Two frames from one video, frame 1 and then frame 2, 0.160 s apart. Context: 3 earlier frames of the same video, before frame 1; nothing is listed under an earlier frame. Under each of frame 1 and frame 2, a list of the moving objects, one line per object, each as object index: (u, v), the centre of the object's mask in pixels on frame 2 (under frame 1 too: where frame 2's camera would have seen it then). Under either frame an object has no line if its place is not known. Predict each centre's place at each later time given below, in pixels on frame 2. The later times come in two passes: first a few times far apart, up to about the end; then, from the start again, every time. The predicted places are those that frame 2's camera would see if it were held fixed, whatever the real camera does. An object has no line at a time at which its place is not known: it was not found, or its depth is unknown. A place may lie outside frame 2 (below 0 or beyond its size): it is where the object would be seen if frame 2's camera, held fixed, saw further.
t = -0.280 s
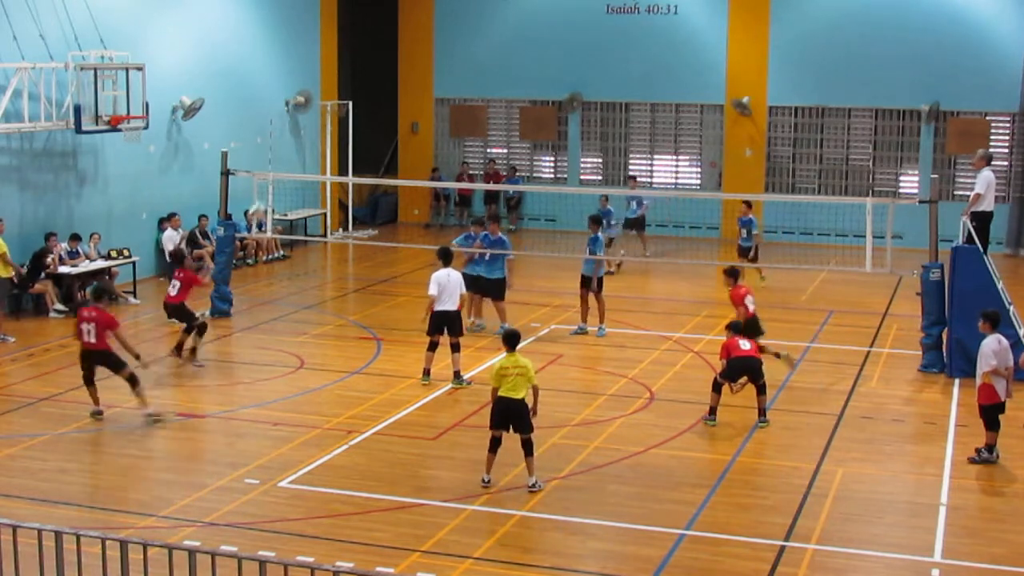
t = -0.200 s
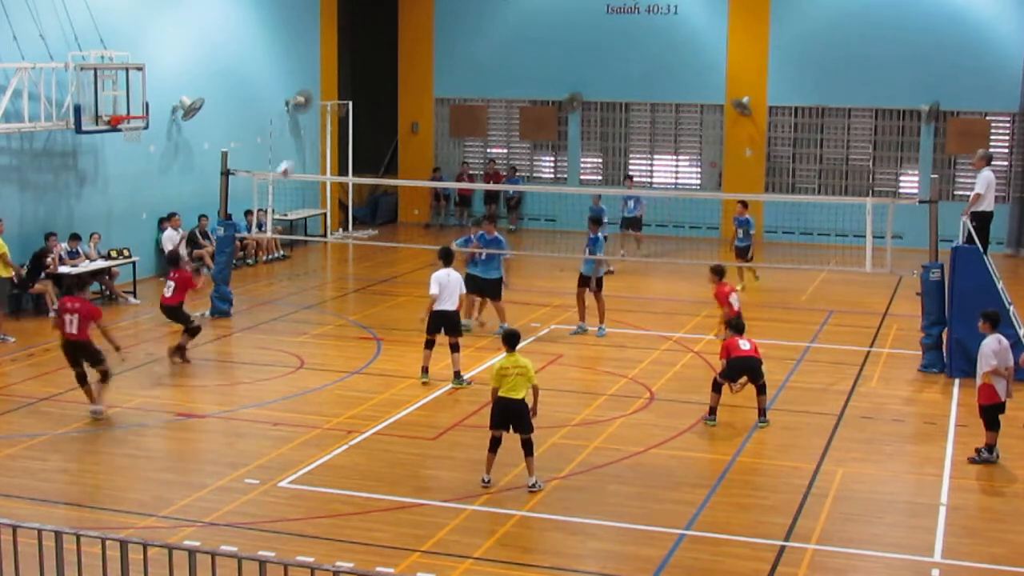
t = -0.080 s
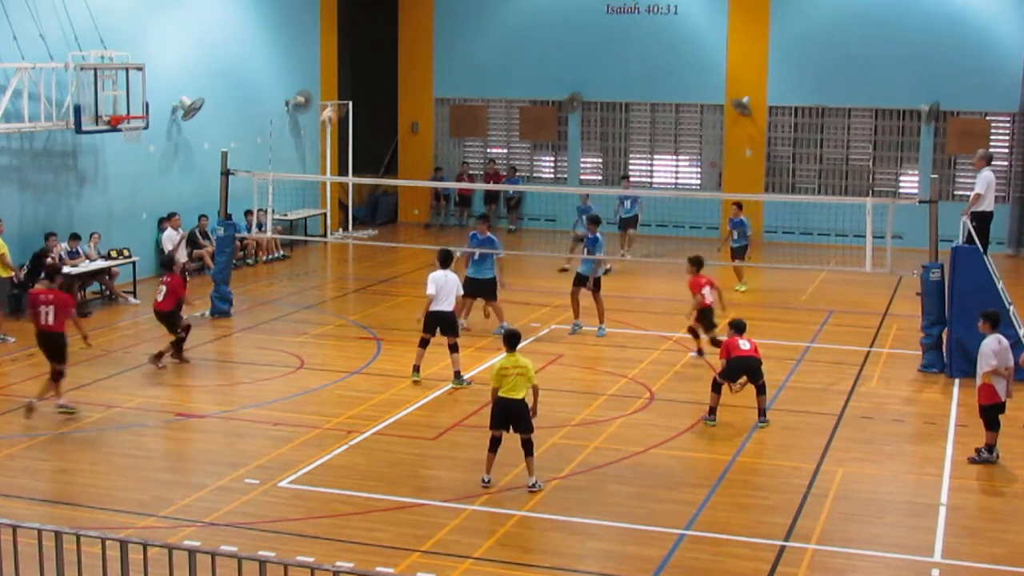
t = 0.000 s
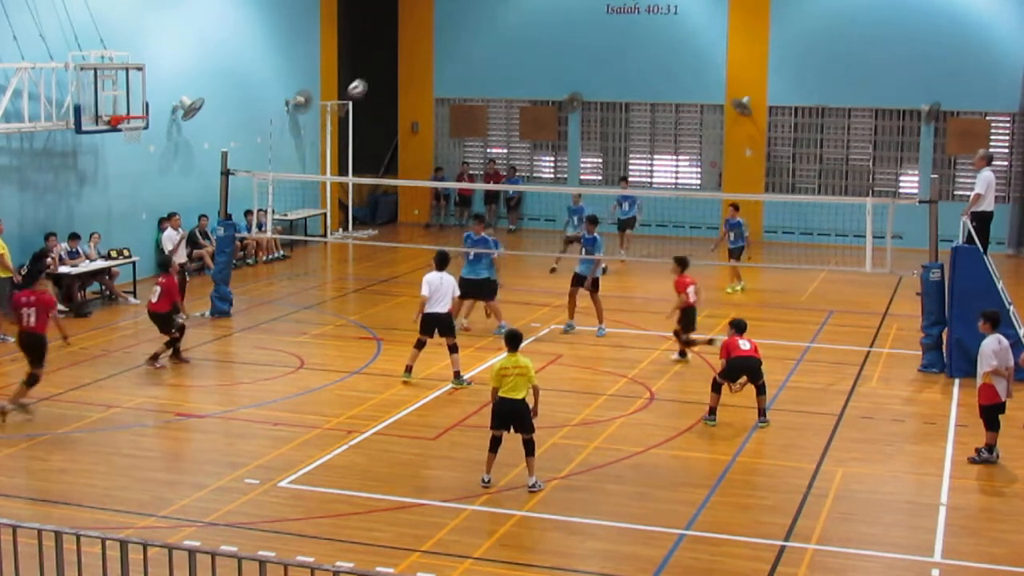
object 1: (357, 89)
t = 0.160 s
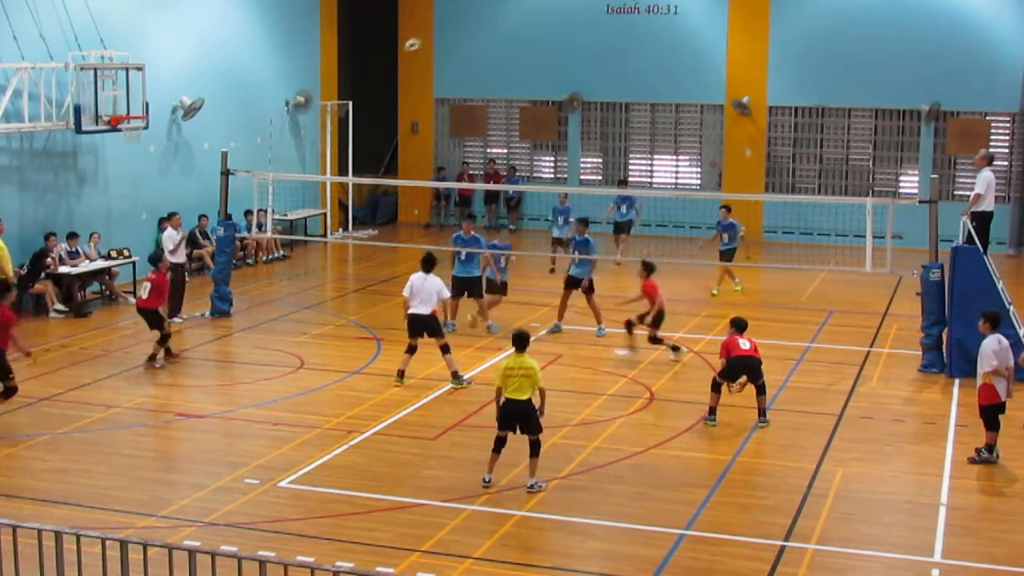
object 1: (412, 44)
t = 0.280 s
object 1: (453, 27)
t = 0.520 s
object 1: (536, 23)
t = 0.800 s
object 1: (623, 67)
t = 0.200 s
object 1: (427, 37)
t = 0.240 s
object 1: (440, 32)
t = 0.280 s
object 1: (453, 27)
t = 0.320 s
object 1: (467, 23)
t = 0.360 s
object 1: (482, 21)
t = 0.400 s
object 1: (494, 19)
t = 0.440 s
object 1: (508, 20)
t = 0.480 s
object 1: (522, 21)
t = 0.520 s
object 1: (536, 23)
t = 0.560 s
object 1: (547, 25)
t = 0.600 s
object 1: (560, 30)
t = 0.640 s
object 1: (573, 35)
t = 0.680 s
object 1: (587, 41)
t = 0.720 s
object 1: (599, 49)
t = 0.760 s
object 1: (612, 58)
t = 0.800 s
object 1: (623, 67)
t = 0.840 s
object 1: (636, 78)
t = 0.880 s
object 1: (647, 90)
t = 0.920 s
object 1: (659, 101)
